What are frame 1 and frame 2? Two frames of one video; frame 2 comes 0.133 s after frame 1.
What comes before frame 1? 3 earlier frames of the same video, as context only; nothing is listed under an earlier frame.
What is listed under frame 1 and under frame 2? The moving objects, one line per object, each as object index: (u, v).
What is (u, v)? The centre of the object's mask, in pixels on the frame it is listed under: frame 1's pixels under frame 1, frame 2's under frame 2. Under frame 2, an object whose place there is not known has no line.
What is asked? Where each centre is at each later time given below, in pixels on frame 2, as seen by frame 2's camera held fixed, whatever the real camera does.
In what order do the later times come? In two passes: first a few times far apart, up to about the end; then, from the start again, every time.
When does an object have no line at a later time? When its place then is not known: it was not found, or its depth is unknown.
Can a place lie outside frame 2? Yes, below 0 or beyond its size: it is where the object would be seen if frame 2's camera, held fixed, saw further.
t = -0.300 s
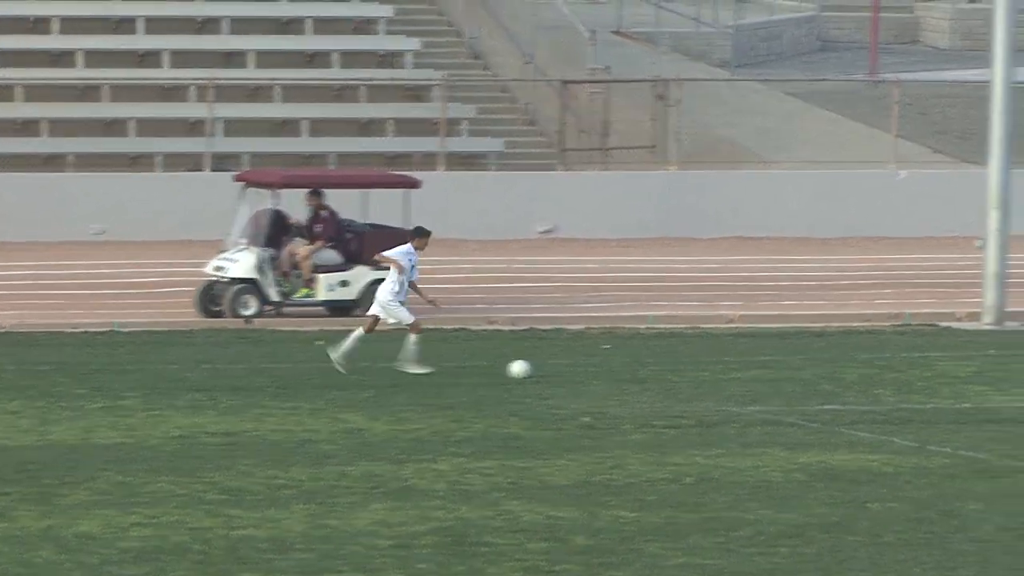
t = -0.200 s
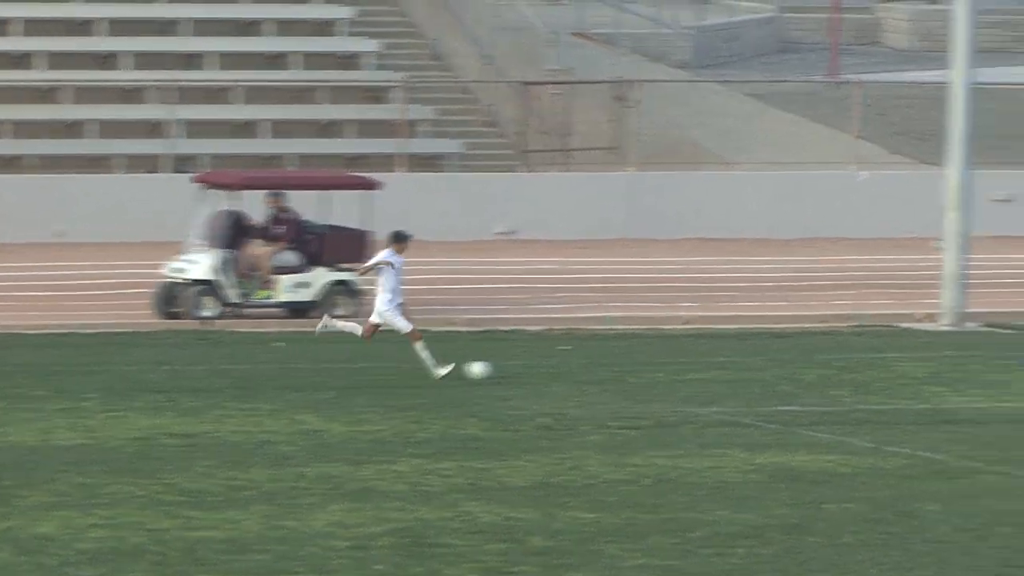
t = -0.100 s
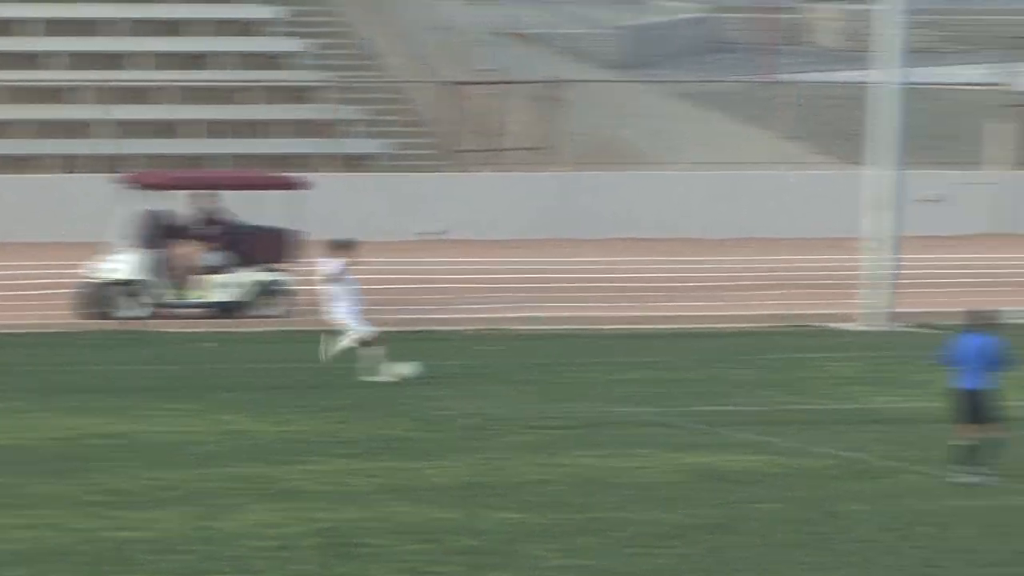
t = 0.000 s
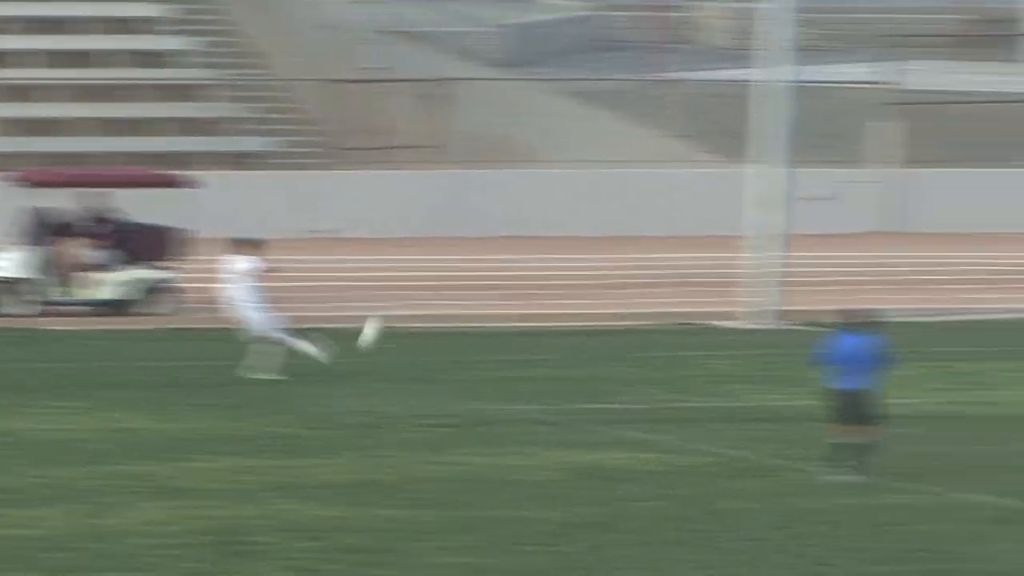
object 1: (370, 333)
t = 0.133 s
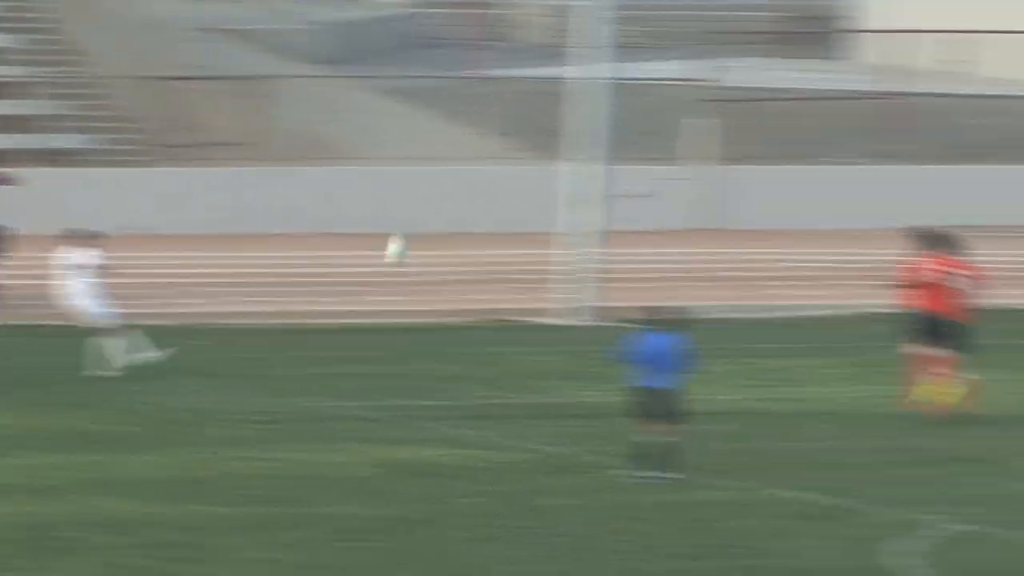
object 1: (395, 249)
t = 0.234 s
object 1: (541, 201)
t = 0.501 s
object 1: (933, 118)
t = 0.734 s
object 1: (1297, 99)
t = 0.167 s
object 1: (444, 231)
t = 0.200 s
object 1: (493, 216)
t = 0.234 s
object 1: (541, 201)
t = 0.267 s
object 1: (589, 185)
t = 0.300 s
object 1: (638, 172)
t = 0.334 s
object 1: (687, 159)
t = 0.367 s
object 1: (735, 150)
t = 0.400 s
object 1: (784, 140)
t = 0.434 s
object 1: (833, 132)
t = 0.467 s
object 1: (883, 125)
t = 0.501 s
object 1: (933, 118)
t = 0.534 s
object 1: (984, 113)
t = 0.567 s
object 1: (1034, 109)
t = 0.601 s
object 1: (1085, 105)
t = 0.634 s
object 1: (1137, 102)
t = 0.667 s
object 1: (1190, 100)
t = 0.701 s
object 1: (1242, 99)
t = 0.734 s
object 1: (1297, 99)
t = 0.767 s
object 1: (1354, 101)
